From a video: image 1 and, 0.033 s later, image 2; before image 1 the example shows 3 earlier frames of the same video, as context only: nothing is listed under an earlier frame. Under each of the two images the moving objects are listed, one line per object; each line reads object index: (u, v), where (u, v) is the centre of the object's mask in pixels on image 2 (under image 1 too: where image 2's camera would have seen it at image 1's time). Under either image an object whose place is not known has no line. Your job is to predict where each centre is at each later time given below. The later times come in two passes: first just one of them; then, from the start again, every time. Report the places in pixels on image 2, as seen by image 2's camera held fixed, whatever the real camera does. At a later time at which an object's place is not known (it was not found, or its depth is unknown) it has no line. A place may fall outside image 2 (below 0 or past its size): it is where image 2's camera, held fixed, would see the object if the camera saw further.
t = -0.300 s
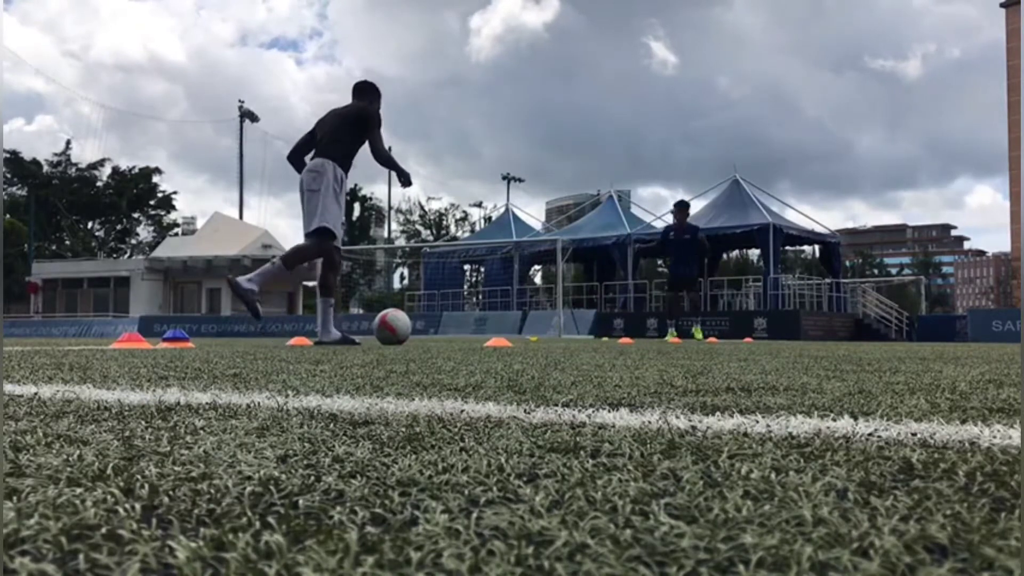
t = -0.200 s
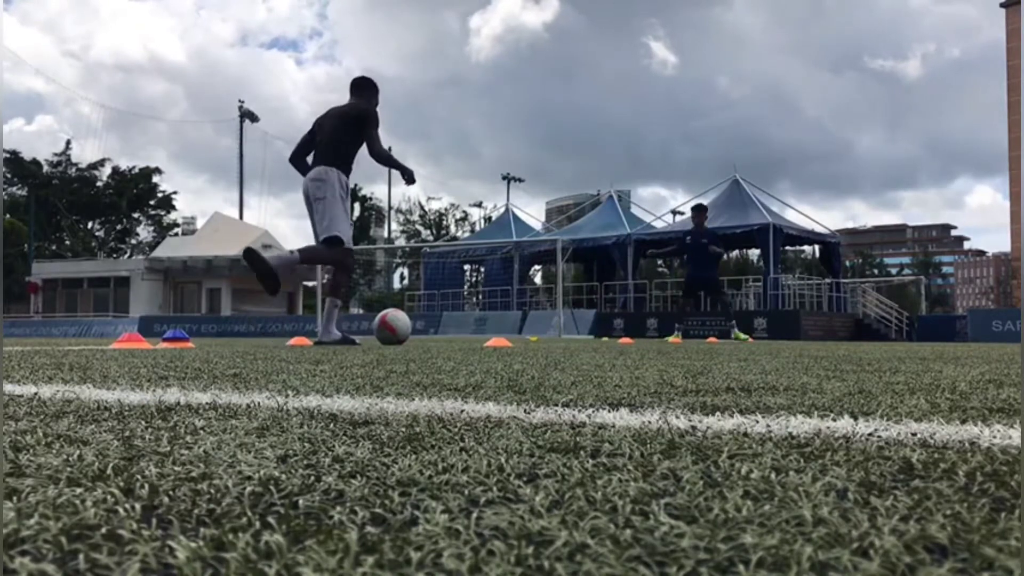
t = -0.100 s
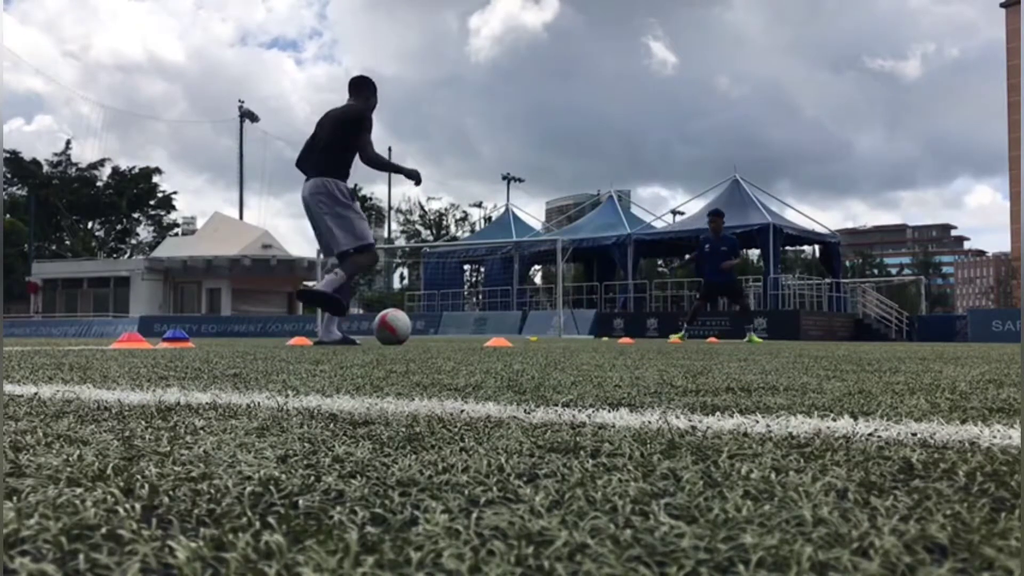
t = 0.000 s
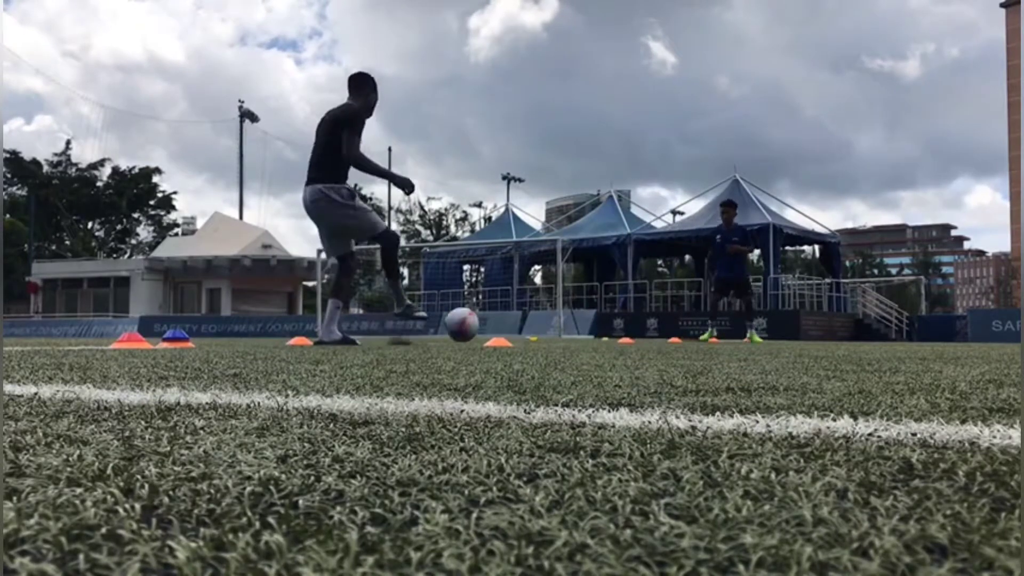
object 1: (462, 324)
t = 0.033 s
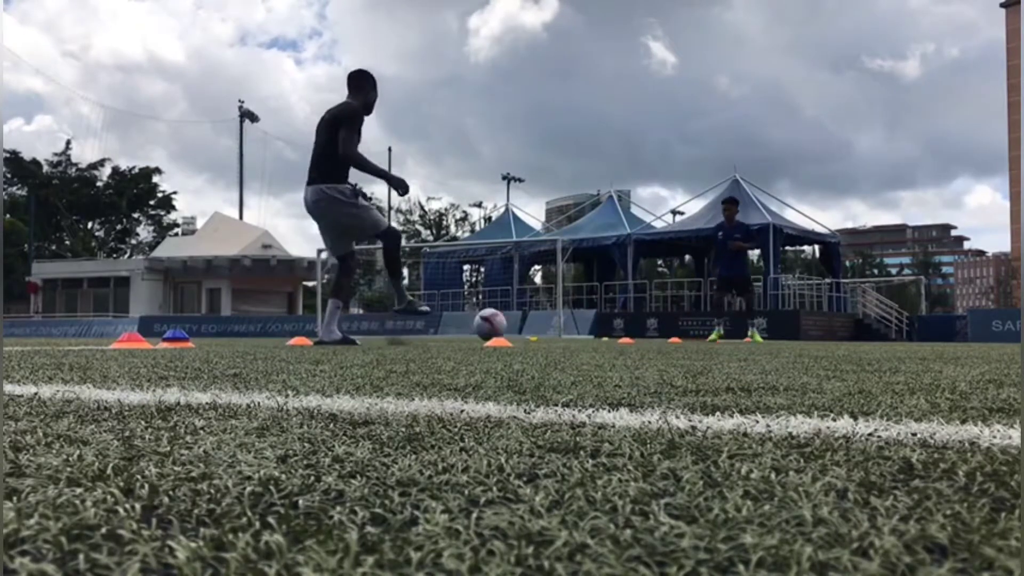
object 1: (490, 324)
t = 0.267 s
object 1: (627, 330)
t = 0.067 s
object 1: (516, 327)
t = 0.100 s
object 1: (540, 329)
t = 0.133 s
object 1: (560, 326)
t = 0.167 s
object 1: (578, 325)
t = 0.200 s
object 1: (596, 326)
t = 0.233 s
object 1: (612, 327)
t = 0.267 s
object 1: (627, 330)
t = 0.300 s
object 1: (640, 329)
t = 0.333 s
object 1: (652, 328)
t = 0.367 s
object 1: (665, 327)
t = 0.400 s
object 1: (674, 328)
